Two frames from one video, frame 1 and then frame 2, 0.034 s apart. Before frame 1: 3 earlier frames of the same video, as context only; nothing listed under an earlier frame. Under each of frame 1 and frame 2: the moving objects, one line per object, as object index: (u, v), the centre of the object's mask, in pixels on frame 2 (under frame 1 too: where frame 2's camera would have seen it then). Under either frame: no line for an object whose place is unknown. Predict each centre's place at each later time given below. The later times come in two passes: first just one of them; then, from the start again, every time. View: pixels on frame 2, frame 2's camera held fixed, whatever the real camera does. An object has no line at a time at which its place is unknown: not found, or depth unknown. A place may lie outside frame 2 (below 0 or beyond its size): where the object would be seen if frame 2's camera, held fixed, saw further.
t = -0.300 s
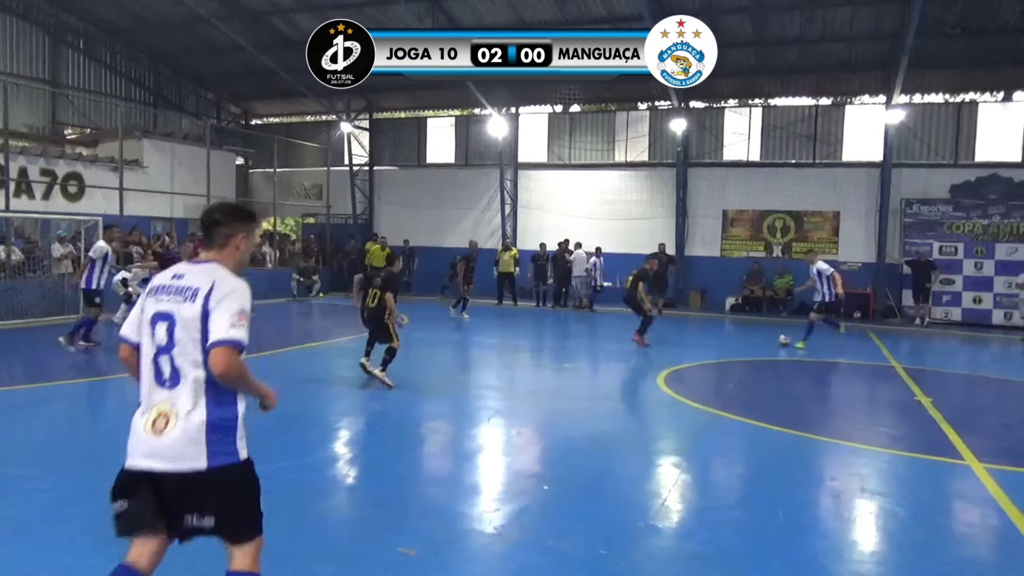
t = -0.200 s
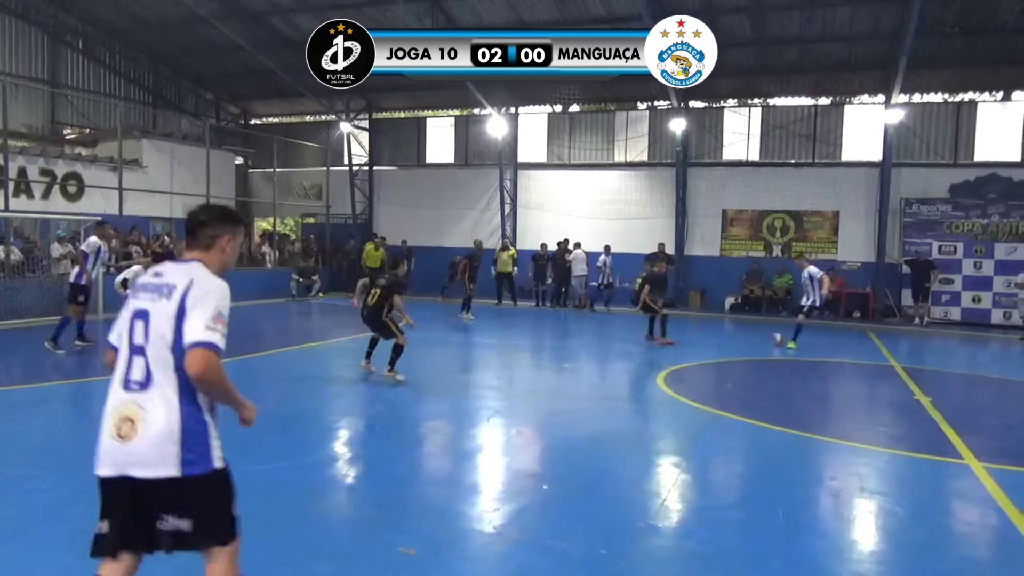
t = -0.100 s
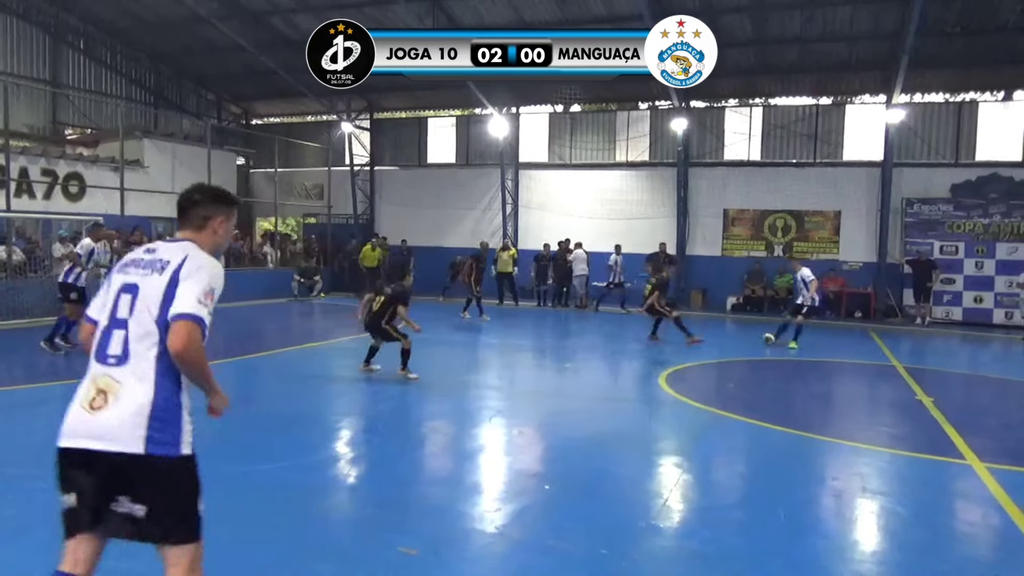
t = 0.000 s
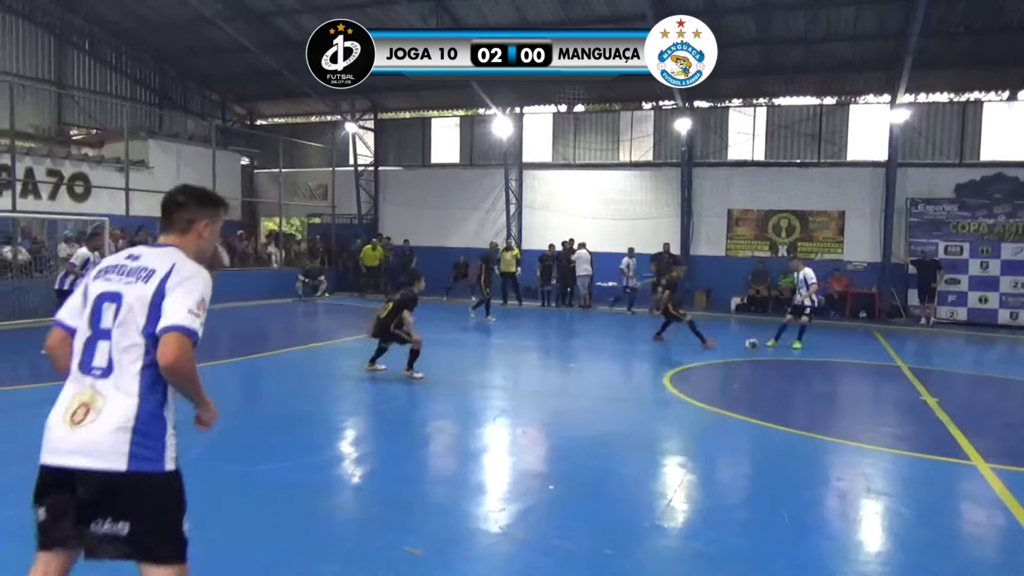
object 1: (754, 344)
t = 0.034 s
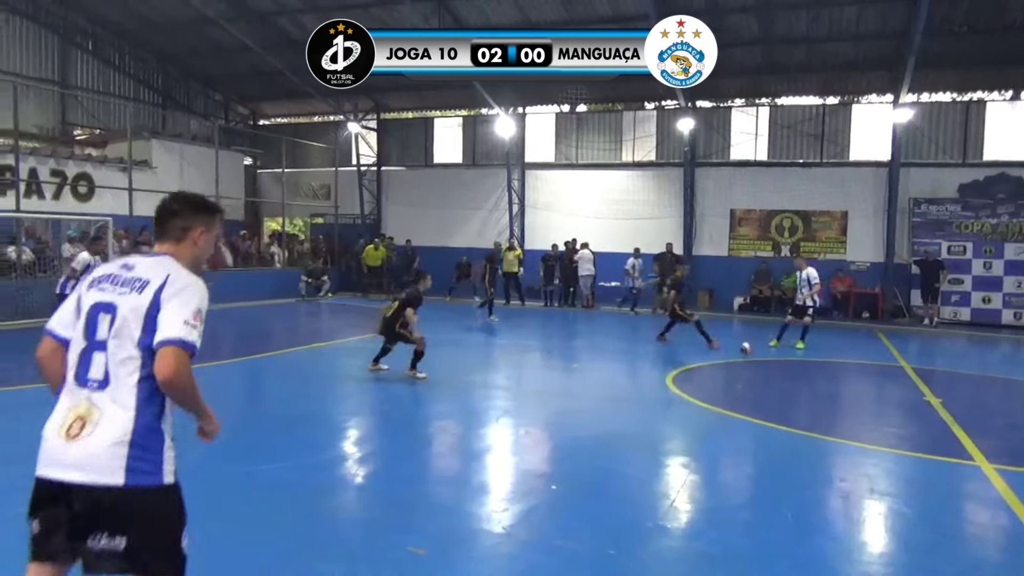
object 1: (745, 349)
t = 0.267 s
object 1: (672, 387)
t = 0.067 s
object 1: (739, 353)
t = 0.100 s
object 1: (728, 359)
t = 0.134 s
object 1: (719, 365)
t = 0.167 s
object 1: (707, 370)
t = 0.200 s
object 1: (697, 375)
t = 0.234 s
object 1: (684, 380)
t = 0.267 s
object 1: (672, 387)
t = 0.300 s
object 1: (656, 397)
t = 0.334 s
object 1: (640, 405)
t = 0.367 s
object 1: (622, 409)
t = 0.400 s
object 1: (603, 418)
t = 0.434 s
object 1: (581, 429)
